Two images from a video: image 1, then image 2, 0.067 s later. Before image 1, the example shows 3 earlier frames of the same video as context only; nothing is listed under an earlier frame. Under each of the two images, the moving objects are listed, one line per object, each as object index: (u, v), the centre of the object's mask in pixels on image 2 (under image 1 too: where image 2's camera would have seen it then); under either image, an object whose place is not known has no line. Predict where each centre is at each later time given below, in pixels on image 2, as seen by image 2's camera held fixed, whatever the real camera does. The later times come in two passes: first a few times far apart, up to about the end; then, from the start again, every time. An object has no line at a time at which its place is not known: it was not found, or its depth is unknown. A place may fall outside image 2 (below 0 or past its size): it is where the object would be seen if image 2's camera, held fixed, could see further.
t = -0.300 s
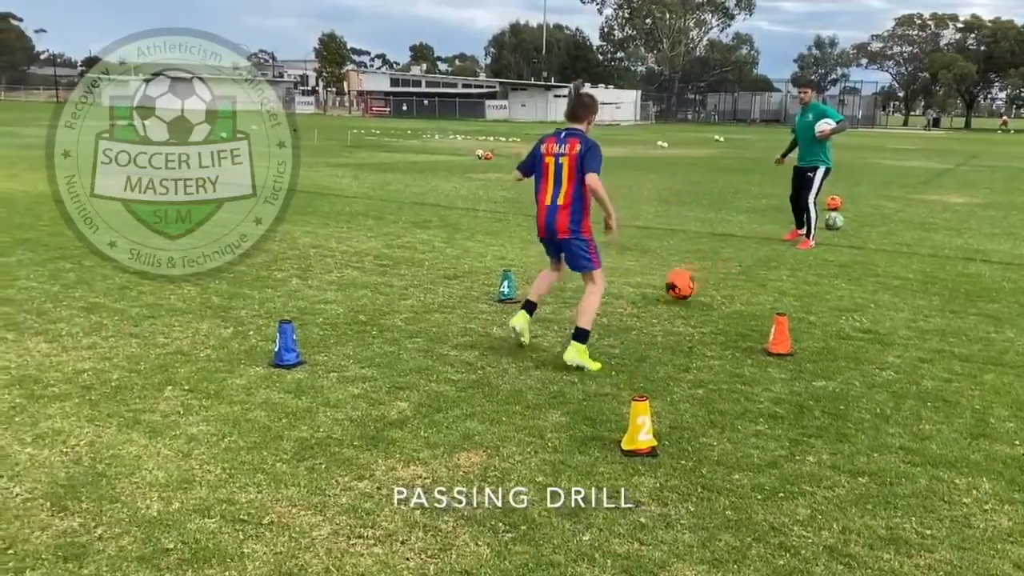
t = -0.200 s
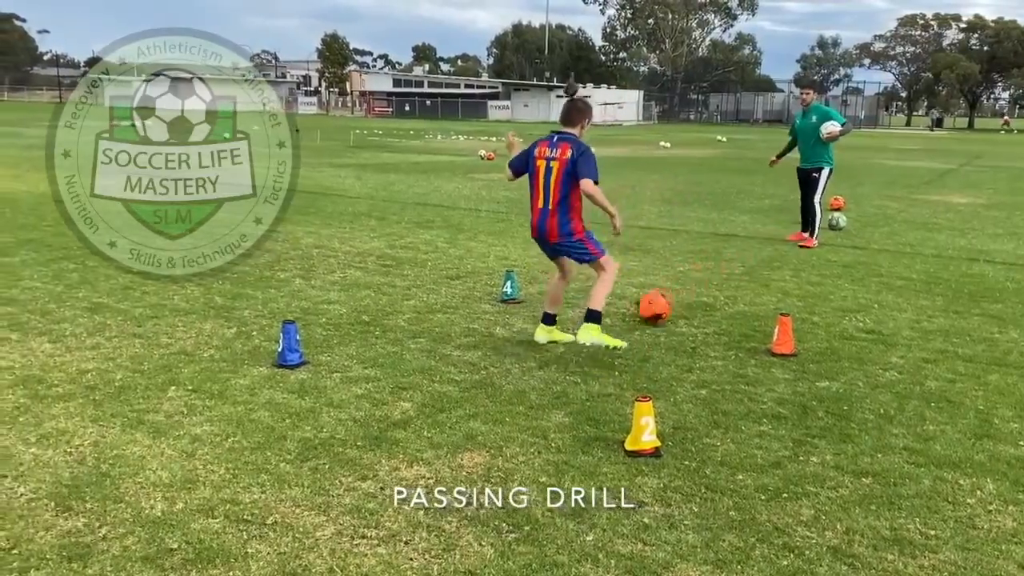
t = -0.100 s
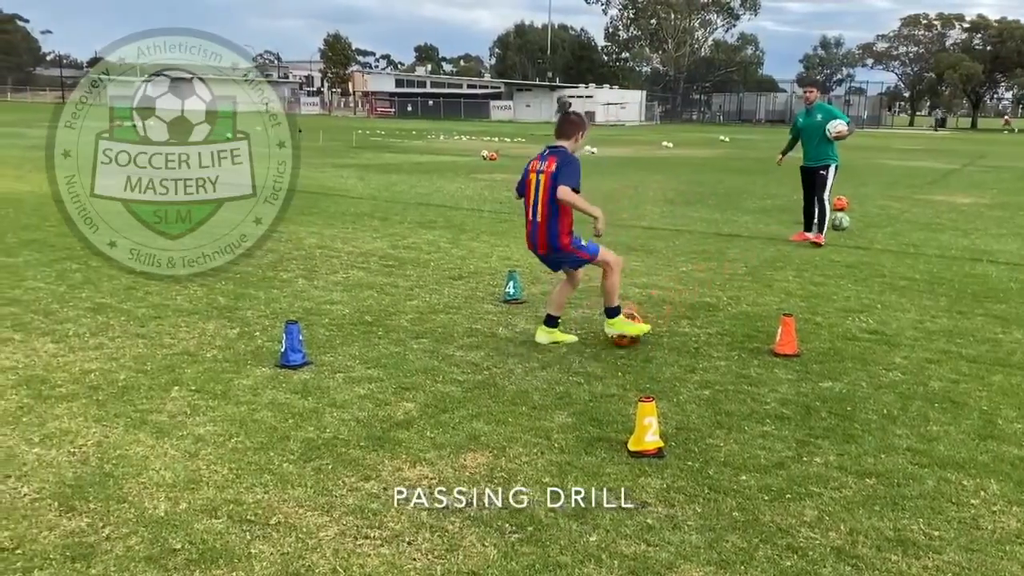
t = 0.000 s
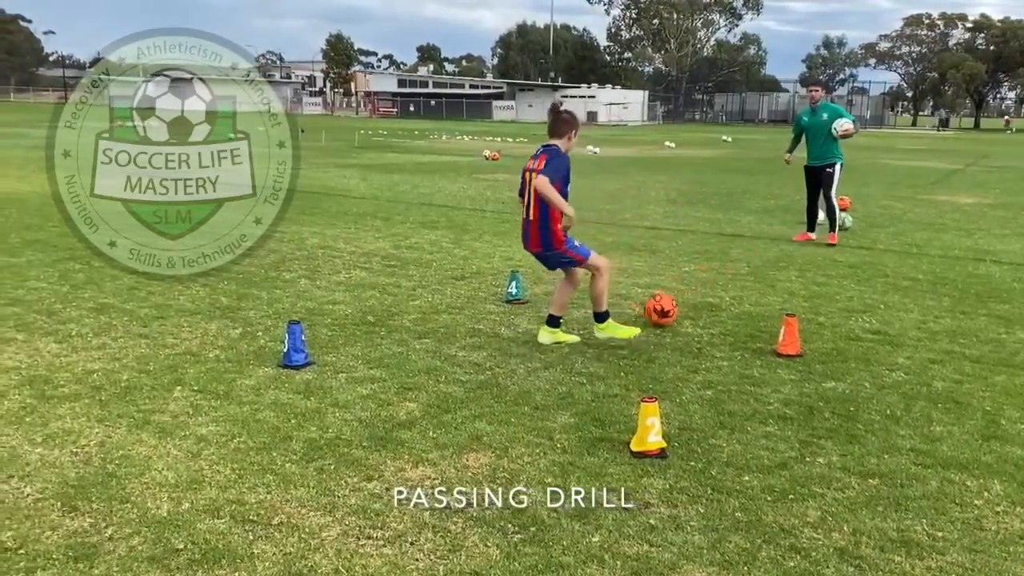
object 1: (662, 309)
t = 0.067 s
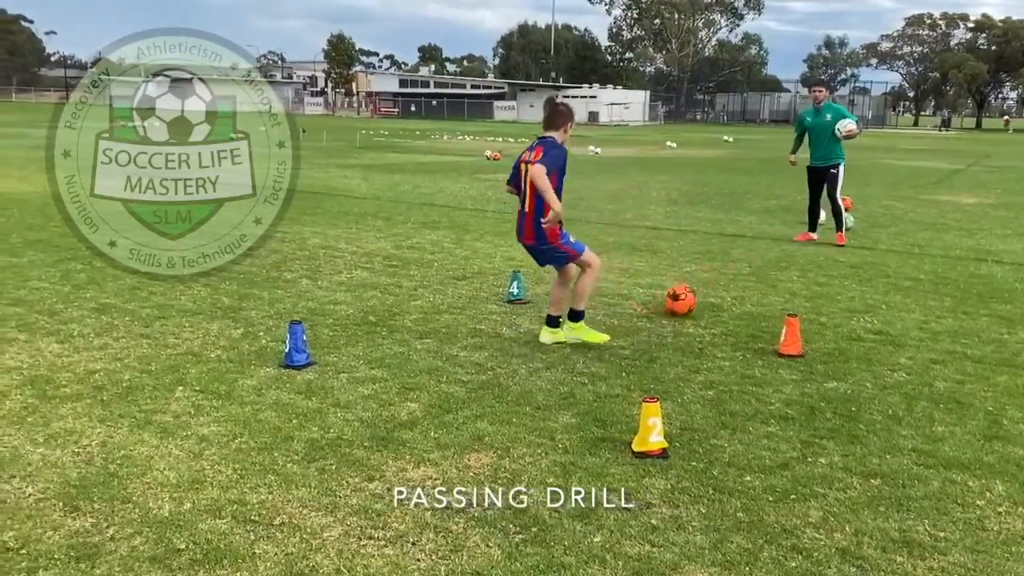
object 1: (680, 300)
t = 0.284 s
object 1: (717, 280)
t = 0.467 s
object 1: (734, 268)
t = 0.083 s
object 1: (684, 298)
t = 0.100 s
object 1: (688, 297)
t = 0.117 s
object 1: (691, 294)
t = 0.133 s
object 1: (694, 292)
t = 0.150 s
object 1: (697, 289)
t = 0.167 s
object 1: (700, 287)
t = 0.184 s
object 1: (702, 284)
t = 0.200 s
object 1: (705, 283)
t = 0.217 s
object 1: (708, 282)
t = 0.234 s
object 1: (710, 281)
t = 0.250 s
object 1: (713, 281)
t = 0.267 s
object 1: (715, 280)
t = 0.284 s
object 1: (717, 280)
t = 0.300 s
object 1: (719, 278)
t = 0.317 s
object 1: (721, 276)
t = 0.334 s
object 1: (723, 275)
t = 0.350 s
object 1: (724, 271)
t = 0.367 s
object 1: (725, 270)
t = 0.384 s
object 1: (727, 269)
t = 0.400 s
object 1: (728, 268)
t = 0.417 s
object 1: (729, 267)
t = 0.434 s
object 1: (731, 267)
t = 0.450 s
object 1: (733, 267)
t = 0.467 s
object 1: (734, 268)
